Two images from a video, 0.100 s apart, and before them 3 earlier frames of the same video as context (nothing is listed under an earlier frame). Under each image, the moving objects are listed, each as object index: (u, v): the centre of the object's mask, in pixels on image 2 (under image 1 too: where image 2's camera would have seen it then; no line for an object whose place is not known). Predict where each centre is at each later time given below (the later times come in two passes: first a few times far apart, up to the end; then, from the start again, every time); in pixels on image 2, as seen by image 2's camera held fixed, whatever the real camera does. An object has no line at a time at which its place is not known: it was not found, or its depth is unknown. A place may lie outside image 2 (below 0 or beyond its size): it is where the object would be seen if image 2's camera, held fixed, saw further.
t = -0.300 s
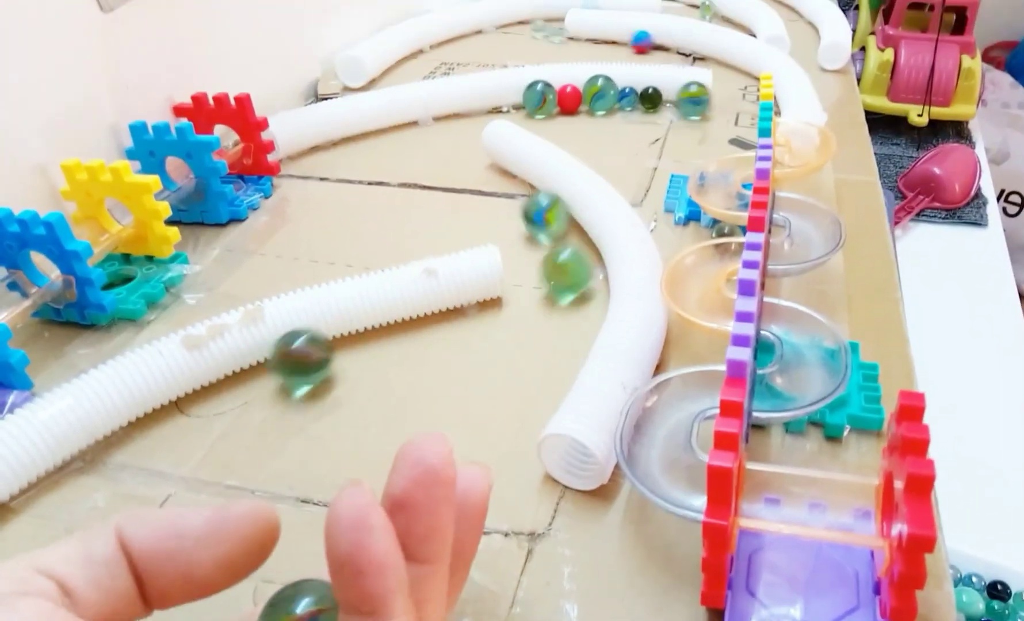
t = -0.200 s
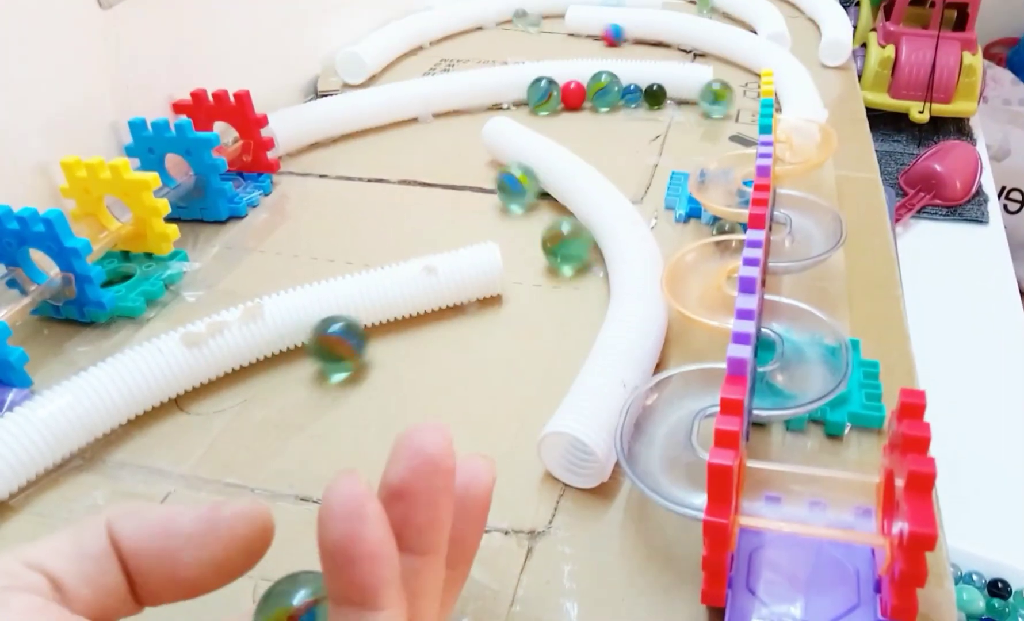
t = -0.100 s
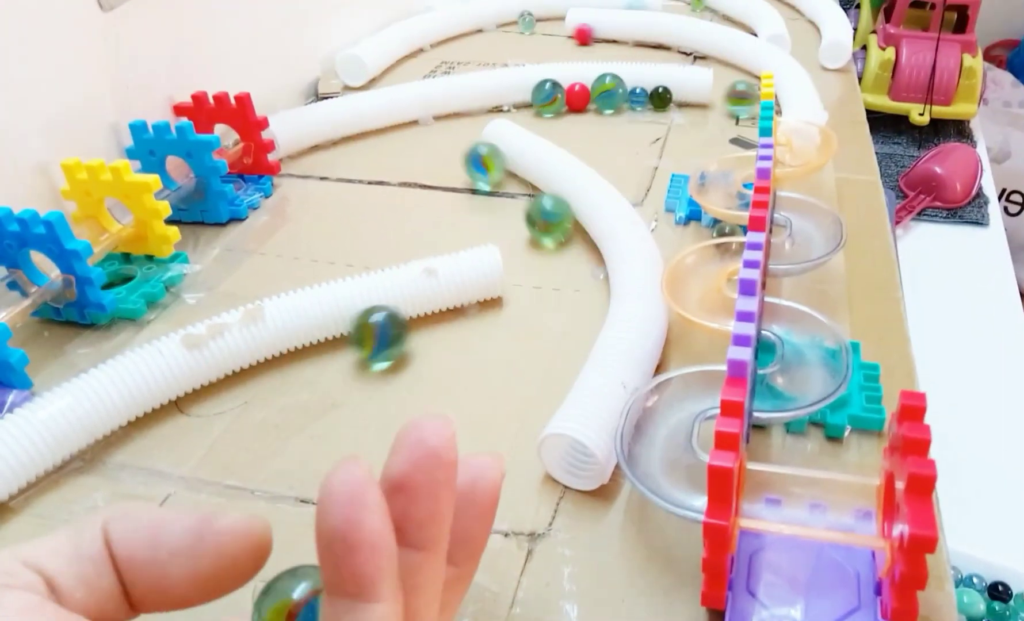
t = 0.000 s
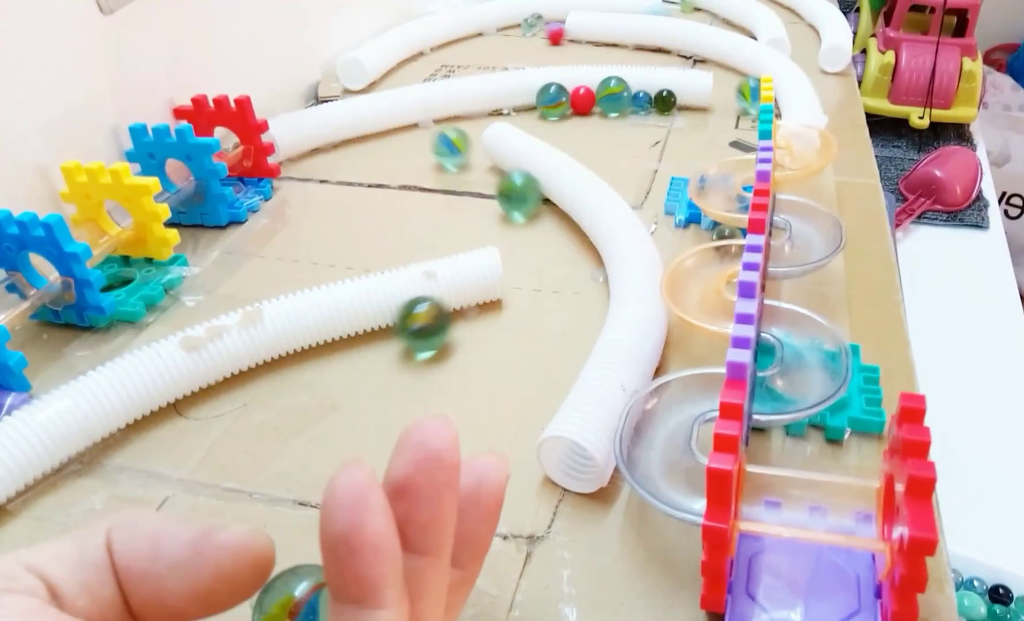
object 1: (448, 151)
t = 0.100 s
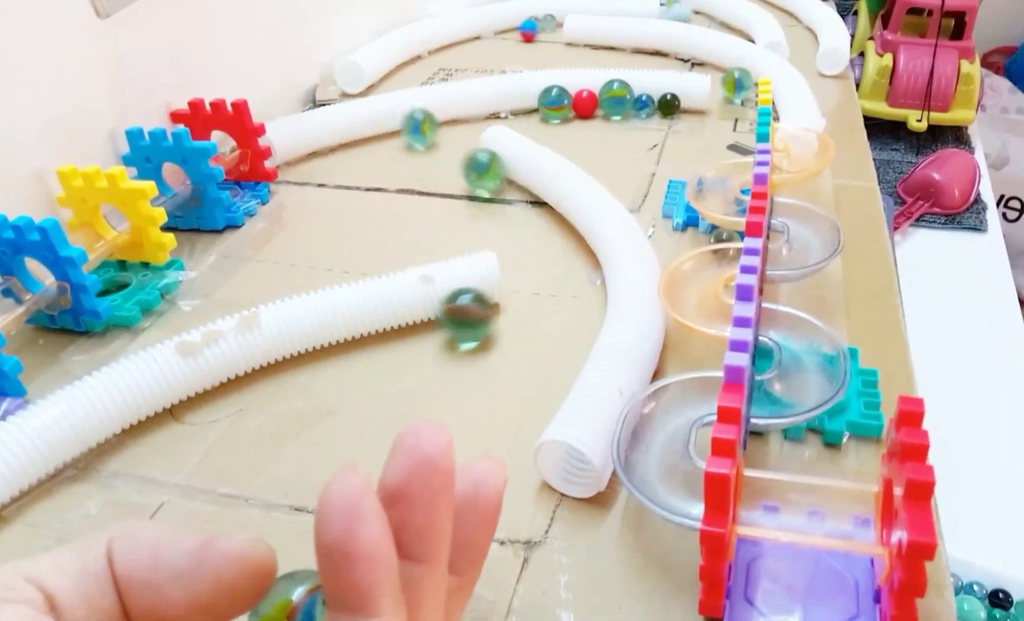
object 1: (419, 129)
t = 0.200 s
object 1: (436, 121)
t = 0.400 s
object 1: (517, 109)
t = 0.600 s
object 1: (558, 104)
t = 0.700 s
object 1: (571, 103)
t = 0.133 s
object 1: (417, 125)
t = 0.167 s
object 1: (429, 126)
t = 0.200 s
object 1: (436, 121)
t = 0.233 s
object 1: (451, 118)
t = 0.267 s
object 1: (462, 123)
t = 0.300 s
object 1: (473, 118)
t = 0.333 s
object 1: (485, 112)
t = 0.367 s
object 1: (500, 109)
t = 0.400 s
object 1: (517, 109)
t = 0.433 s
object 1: (532, 107)
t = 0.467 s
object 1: (537, 105)
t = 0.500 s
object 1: (541, 105)
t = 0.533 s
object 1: (546, 105)
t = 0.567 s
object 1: (553, 104)
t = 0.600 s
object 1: (558, 104)
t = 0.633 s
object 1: (563, 104)
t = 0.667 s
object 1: (567, 103)
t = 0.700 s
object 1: (571, 103)
